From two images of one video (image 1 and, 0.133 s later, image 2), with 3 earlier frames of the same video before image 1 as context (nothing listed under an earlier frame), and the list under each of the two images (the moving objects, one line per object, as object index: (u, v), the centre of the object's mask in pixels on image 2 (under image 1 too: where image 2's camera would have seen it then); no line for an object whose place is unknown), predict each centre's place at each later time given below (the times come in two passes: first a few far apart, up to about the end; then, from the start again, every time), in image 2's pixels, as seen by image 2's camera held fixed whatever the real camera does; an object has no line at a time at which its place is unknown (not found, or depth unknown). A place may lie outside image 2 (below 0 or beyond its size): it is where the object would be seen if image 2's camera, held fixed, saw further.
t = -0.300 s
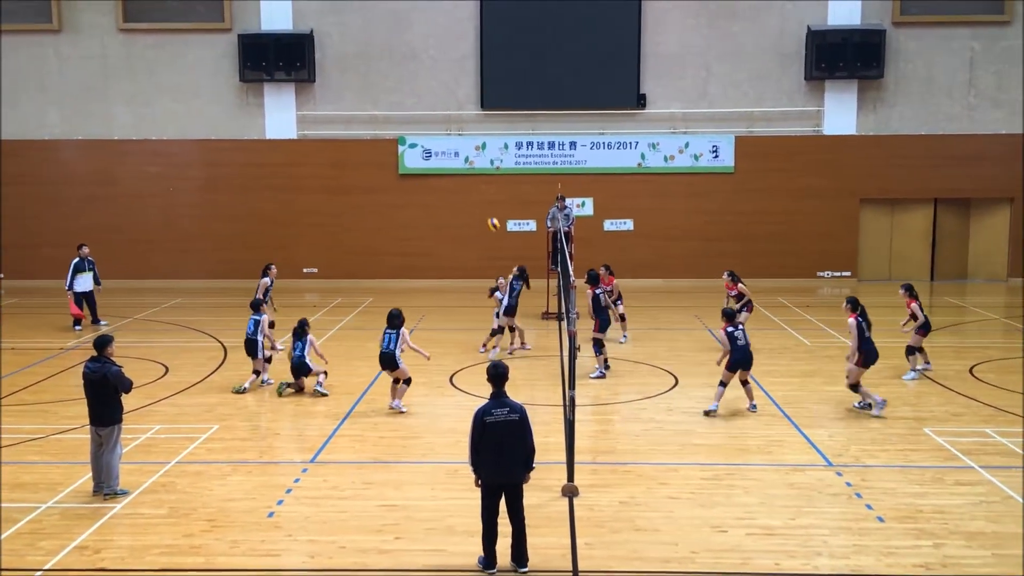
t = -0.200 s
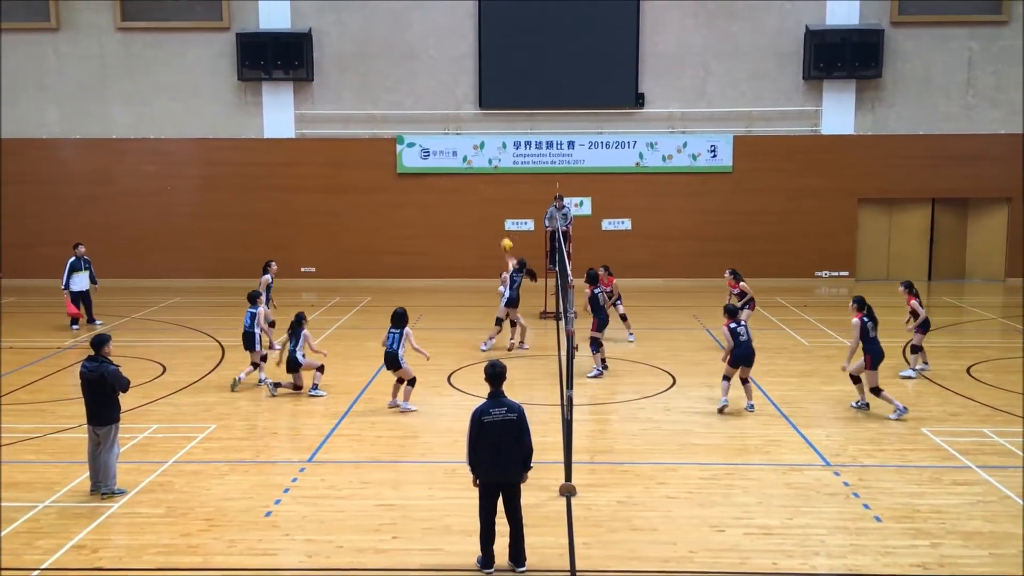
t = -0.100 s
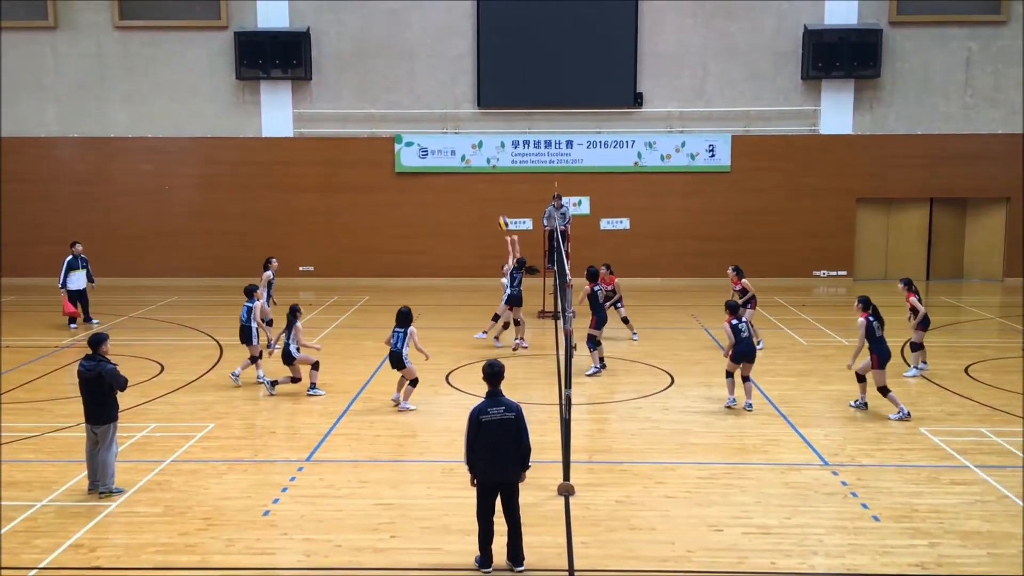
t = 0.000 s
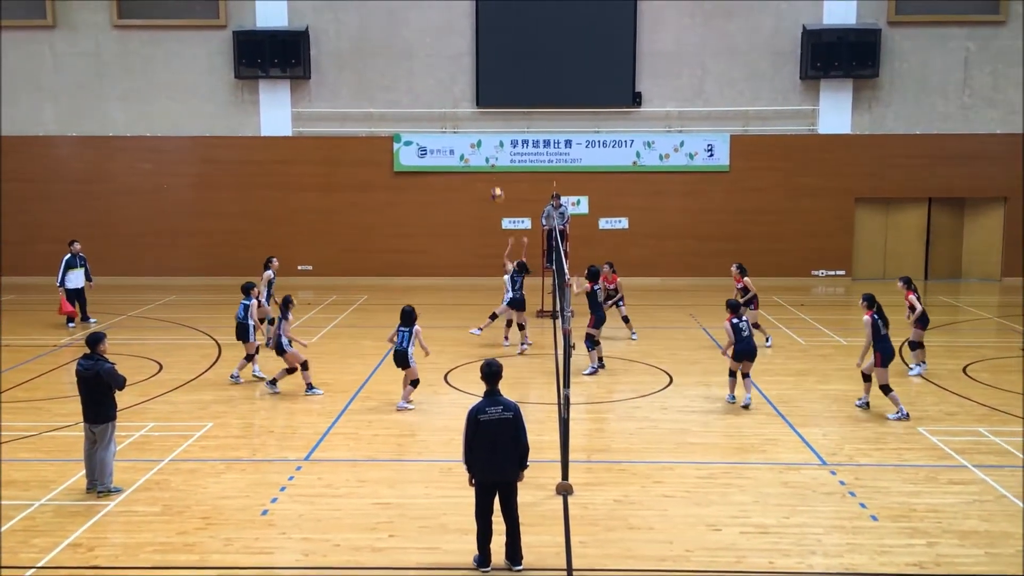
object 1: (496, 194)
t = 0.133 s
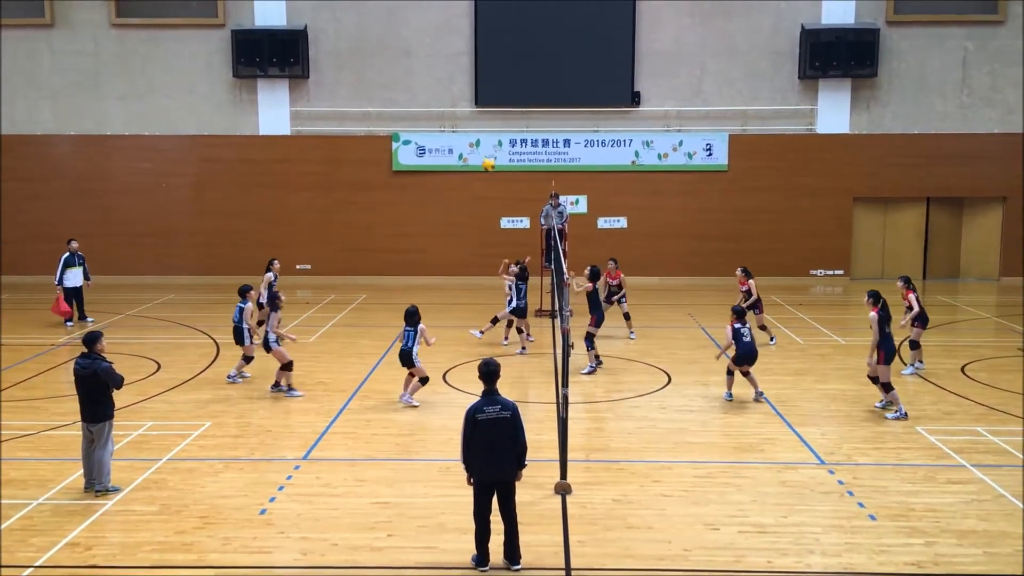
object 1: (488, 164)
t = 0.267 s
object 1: (479, 144)
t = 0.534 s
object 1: (458, 136)
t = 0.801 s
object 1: (433, 183)
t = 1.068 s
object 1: (406, 301)
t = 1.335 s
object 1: (374, 492)
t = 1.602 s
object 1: (344, 390)
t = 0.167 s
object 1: (486, 159)
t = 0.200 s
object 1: (484, 154)
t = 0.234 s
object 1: (480, 148)
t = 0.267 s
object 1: (479, 144)
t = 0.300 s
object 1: (477, 140)
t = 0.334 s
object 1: (474, 138)
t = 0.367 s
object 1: (471, 135)
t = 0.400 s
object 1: (469, 134)
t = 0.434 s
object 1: (467, 133)
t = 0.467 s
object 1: (464, 133)
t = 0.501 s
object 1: (461, 134)
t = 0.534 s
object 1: (458, 136)
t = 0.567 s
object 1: (455, 138)
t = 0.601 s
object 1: (452, 141)
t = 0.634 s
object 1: (450, 146)
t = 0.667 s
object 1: (446, 151)
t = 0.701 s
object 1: (443, 158)
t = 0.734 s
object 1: (440, 165)
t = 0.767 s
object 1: (437, 174)
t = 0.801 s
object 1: (433, 183)
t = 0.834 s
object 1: (429, 194)
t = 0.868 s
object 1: (426, 206)
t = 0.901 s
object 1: (424, 219)
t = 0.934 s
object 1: (420, 231)
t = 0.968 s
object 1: (417, 245)
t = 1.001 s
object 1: (413, 263)
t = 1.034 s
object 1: (409, 281)
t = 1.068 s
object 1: (406, 301)
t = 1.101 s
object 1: (402, 320)
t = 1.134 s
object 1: (398, 341)
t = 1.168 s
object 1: (395, 365)
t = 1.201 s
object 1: (390, 388)
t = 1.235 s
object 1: (386, 415)
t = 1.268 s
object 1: (383, 440)
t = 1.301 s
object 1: (378, 468)
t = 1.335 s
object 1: (374, 492)
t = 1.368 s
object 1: (370, 476)
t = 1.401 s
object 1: (368, 461)
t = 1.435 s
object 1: (364, 448)
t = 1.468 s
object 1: (359, 434)
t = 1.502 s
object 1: (356, 422)
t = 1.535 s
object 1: (352, 409)
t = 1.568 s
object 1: (348, 401)
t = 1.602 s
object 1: (344, 390)
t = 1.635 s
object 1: (341, 382)
